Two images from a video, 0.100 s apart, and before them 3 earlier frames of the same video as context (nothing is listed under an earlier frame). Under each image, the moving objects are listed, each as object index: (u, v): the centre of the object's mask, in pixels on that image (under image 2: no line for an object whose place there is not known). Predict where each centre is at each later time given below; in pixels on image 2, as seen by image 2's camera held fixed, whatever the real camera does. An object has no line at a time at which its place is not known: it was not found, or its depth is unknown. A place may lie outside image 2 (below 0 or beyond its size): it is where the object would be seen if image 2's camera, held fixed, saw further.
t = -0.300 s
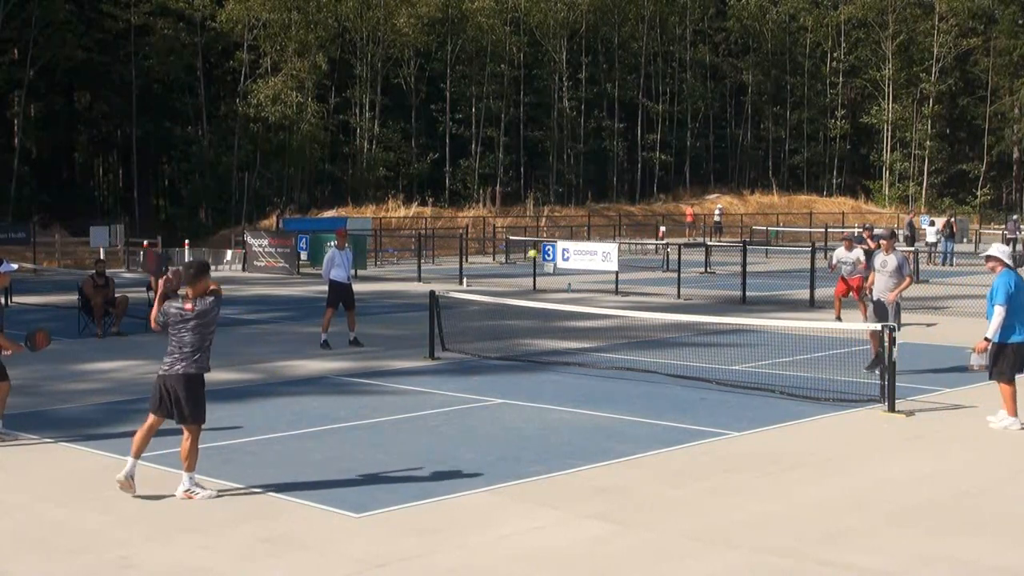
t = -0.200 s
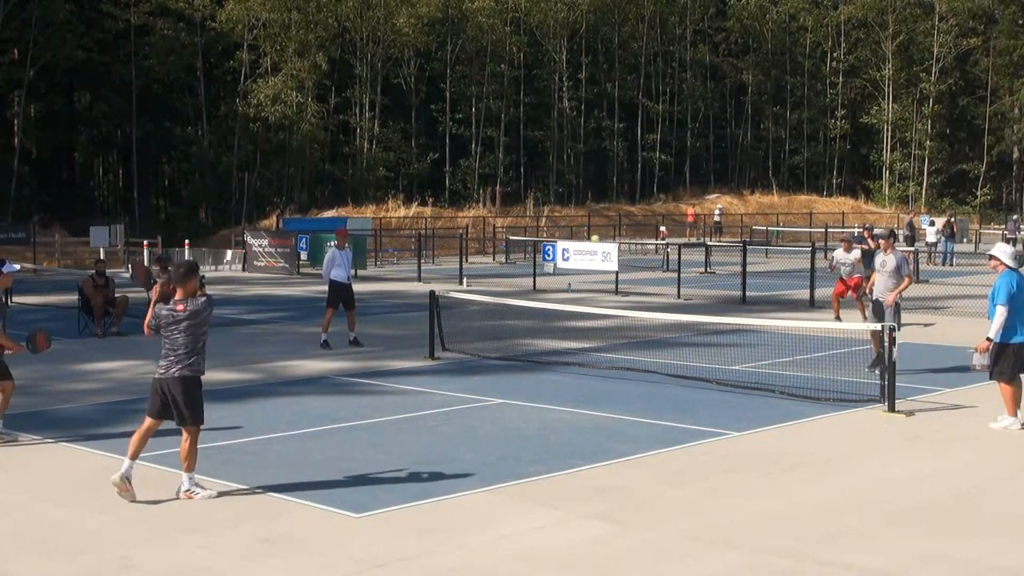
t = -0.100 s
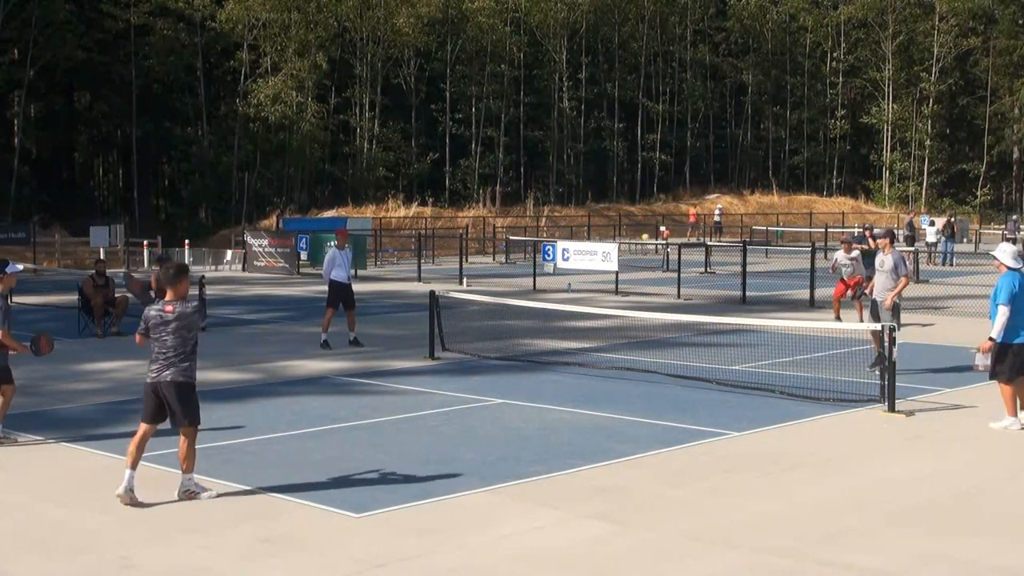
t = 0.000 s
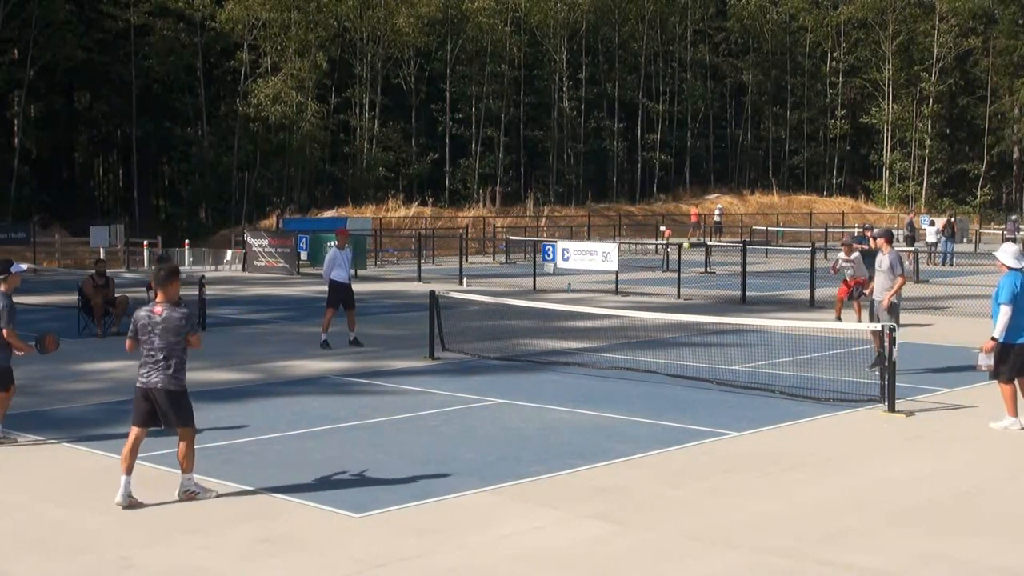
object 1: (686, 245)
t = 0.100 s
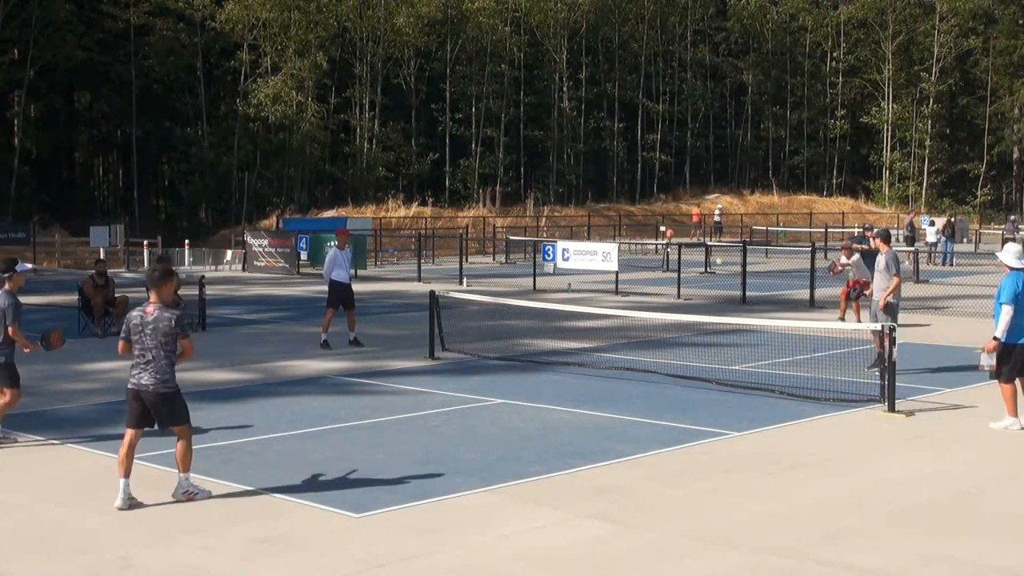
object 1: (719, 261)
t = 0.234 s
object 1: (755, 291)
